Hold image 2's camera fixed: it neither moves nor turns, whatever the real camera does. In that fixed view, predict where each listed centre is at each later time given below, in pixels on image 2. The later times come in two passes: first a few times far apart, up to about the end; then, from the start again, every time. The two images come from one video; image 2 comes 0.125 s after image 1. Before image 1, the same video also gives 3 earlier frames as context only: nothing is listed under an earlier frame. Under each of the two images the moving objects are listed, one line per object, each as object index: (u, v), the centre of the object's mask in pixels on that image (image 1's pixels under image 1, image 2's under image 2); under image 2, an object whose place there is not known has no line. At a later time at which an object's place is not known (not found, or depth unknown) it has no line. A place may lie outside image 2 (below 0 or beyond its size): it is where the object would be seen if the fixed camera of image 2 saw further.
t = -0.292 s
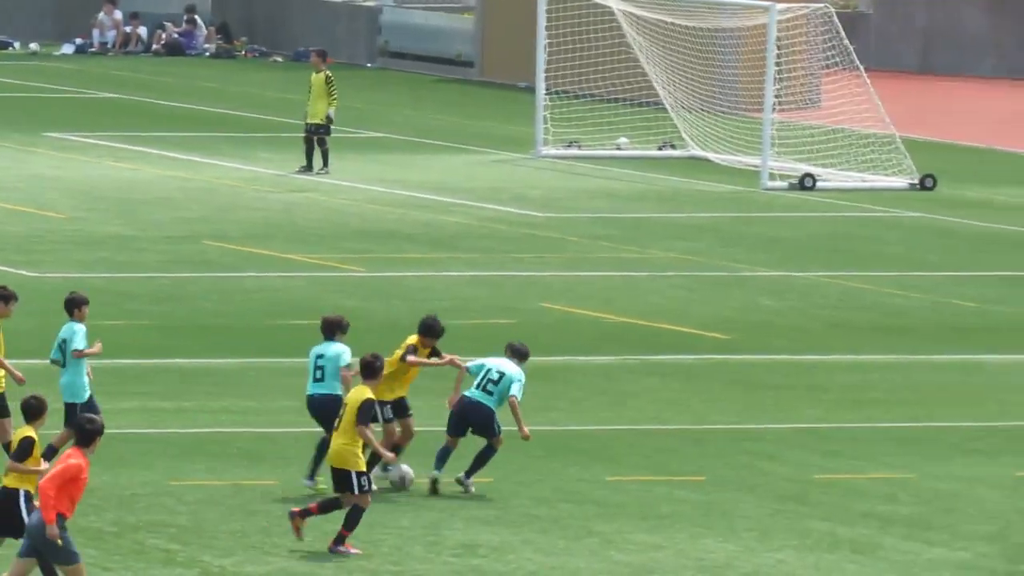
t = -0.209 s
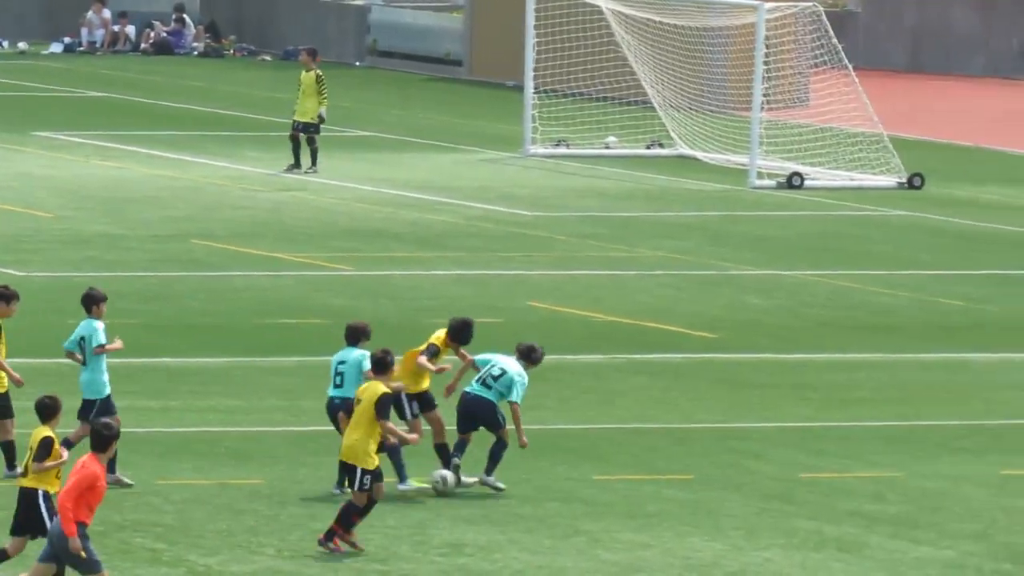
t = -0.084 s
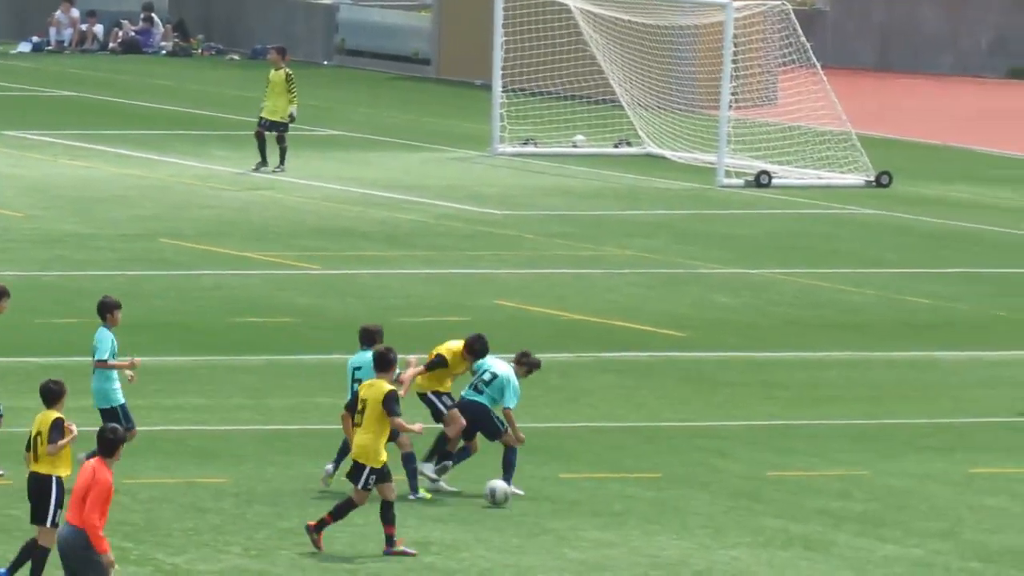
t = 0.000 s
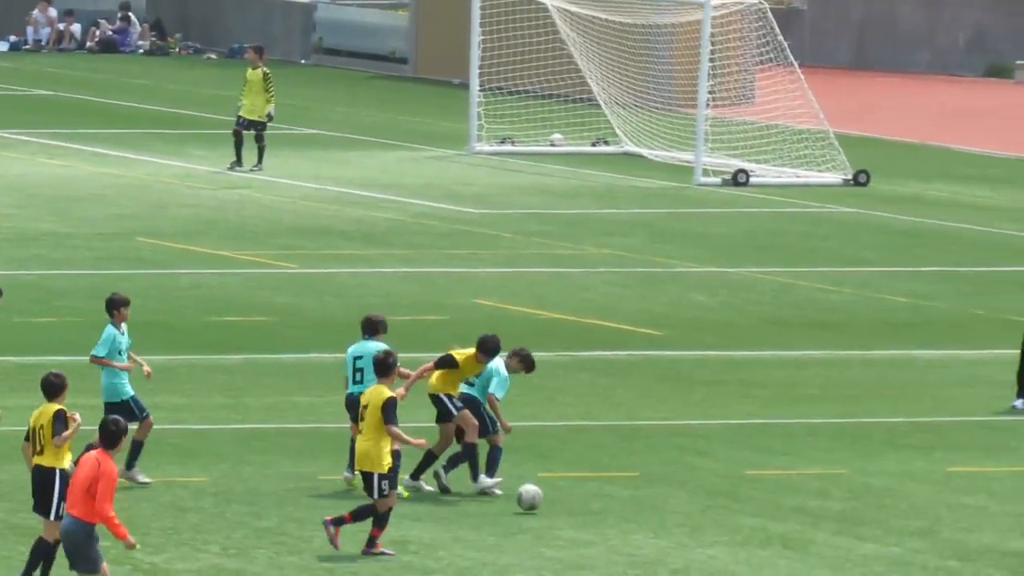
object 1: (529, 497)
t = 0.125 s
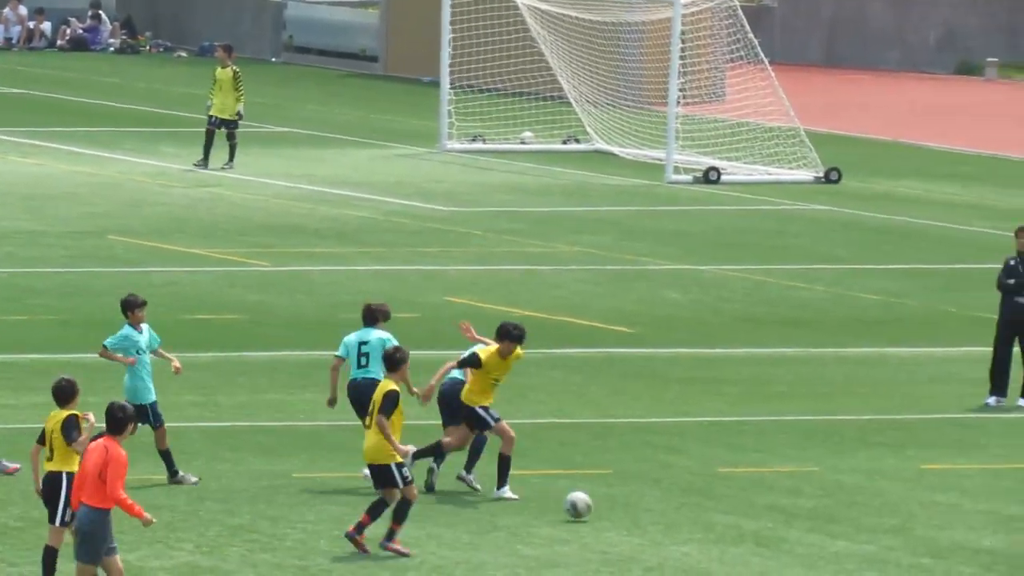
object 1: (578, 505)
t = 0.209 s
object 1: (625, 513)
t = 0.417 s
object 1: (732, 529)
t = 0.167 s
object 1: (601, 507)
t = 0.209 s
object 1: (625, 513)
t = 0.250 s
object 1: (648, 518)
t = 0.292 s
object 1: (670, 518)
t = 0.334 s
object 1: (691, 519)
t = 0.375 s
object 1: (712, 524)
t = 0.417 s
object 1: (732, 529)
